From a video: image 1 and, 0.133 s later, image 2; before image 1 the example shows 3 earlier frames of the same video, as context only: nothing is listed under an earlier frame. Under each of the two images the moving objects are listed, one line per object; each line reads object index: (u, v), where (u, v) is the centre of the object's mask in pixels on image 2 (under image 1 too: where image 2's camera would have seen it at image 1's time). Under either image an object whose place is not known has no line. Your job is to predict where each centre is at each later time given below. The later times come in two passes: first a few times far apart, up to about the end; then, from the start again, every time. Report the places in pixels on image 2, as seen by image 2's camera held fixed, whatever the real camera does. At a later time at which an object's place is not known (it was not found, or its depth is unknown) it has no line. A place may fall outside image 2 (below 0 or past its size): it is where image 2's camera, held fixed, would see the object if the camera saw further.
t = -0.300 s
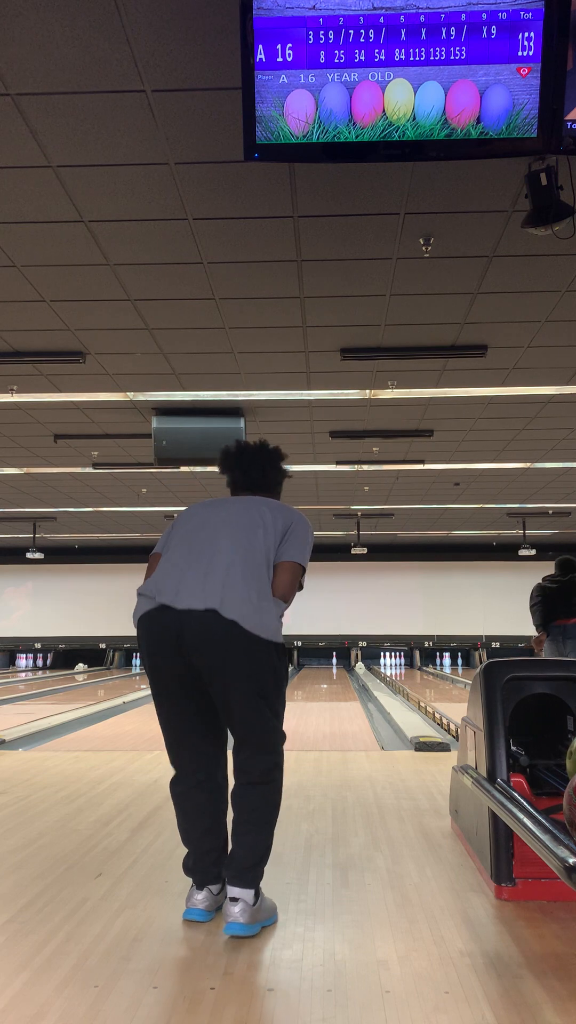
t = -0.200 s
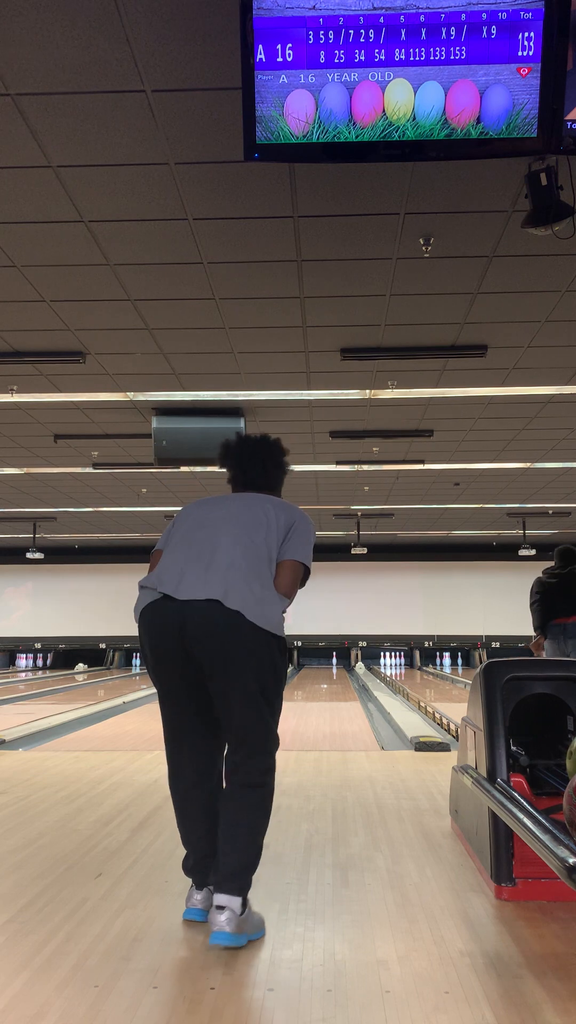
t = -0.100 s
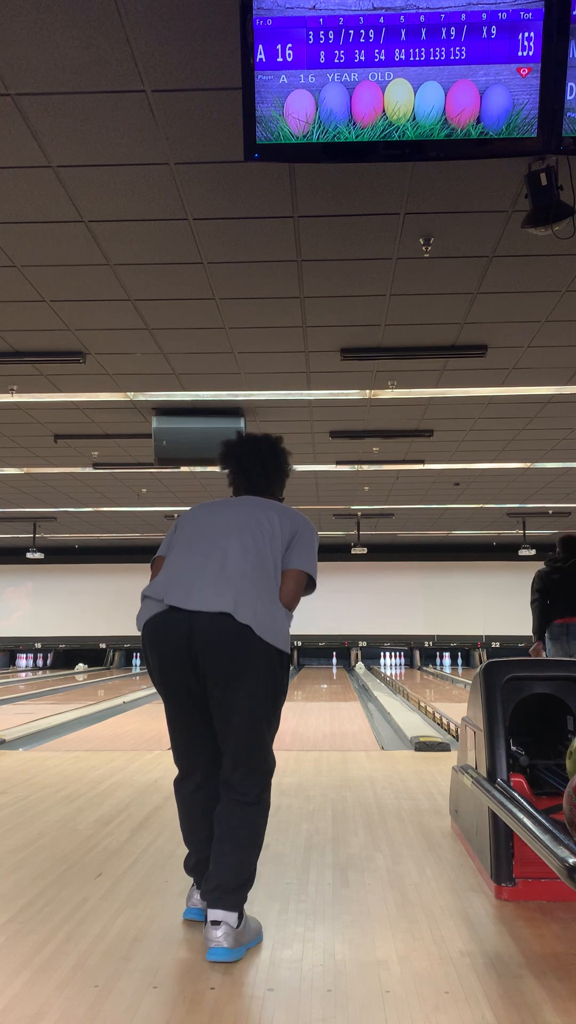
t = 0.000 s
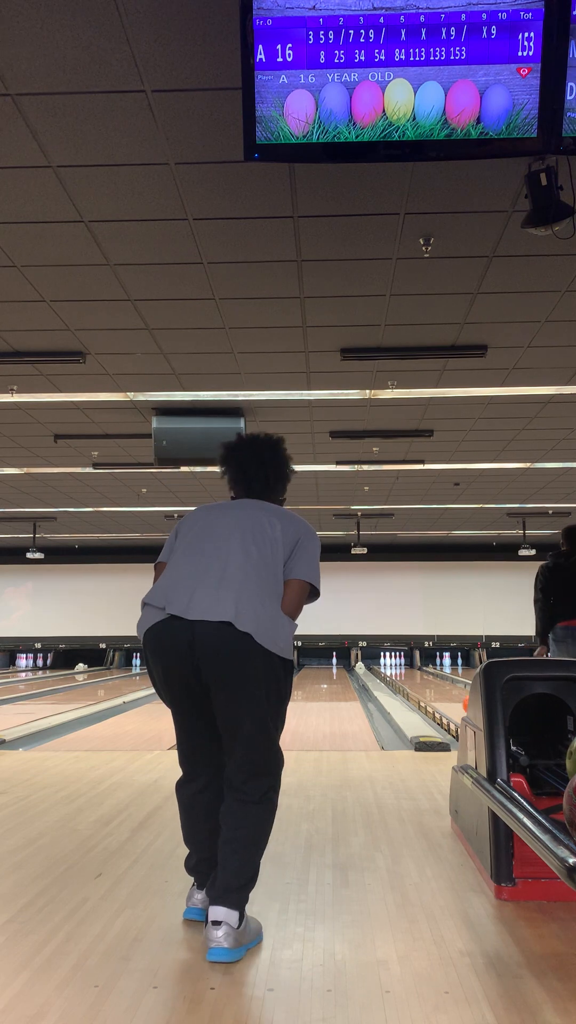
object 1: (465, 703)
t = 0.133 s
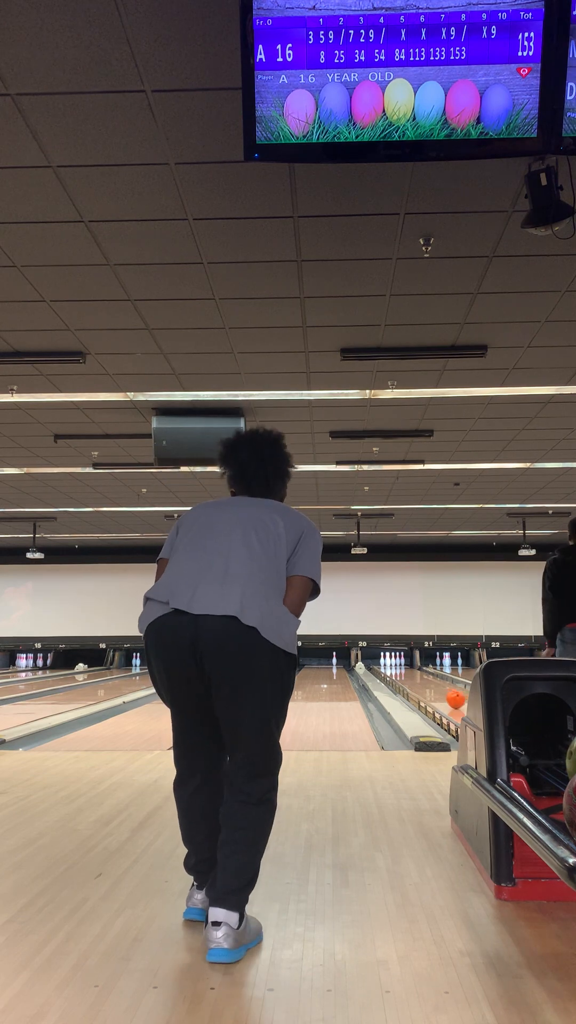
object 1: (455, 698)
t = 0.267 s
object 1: (441, 694)
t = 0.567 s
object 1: (417, 685)
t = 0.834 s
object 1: (401, 679)
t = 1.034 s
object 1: (399, 676)
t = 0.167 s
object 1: (452, 697)
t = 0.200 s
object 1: (448, 696)
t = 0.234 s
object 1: (445, 695)
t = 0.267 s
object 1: (441, 694)
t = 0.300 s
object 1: (438, 693)
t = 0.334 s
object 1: (435, 692)
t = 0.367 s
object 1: (432, 691)
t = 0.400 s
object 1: (429, 690)
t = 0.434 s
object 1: (426, 689)
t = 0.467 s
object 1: (424, 688)
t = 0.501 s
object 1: (421, 687)
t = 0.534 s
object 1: (419, 686)
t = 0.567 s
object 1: (417, 685)
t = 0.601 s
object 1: (414, 684)
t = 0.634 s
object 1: (412, 684)
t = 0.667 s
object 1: (410, 683)
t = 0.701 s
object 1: (408, 682)
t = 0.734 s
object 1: (406, 681)
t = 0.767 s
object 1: (404, 680)
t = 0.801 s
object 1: (402, 679)
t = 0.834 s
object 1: (401, 679)
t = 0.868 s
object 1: (401, 678)
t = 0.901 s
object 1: (400, 678)
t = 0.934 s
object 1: (400, 677)
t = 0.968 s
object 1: (400, 677)
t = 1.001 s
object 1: (399, 677)
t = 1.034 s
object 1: (399, 676)
